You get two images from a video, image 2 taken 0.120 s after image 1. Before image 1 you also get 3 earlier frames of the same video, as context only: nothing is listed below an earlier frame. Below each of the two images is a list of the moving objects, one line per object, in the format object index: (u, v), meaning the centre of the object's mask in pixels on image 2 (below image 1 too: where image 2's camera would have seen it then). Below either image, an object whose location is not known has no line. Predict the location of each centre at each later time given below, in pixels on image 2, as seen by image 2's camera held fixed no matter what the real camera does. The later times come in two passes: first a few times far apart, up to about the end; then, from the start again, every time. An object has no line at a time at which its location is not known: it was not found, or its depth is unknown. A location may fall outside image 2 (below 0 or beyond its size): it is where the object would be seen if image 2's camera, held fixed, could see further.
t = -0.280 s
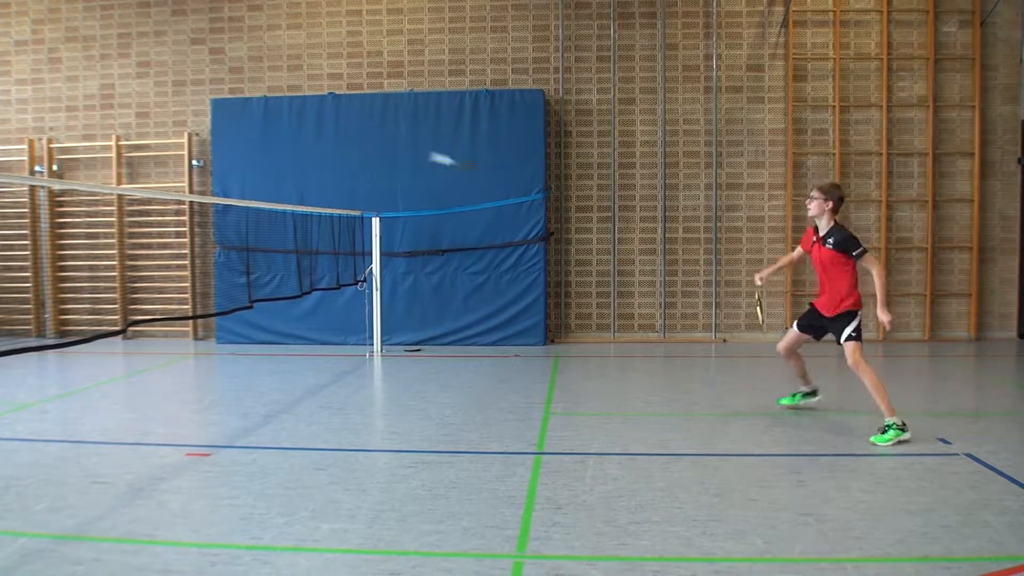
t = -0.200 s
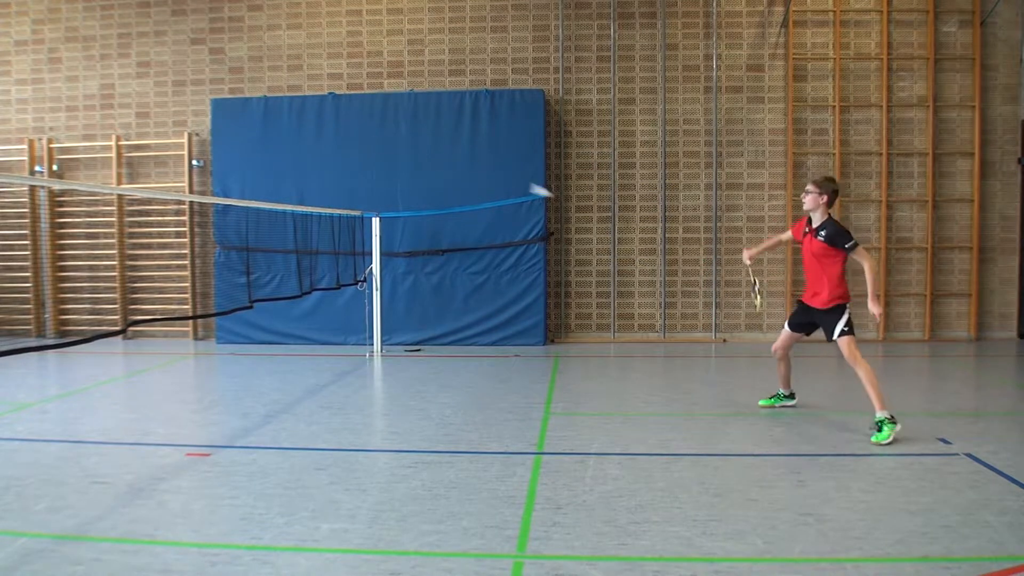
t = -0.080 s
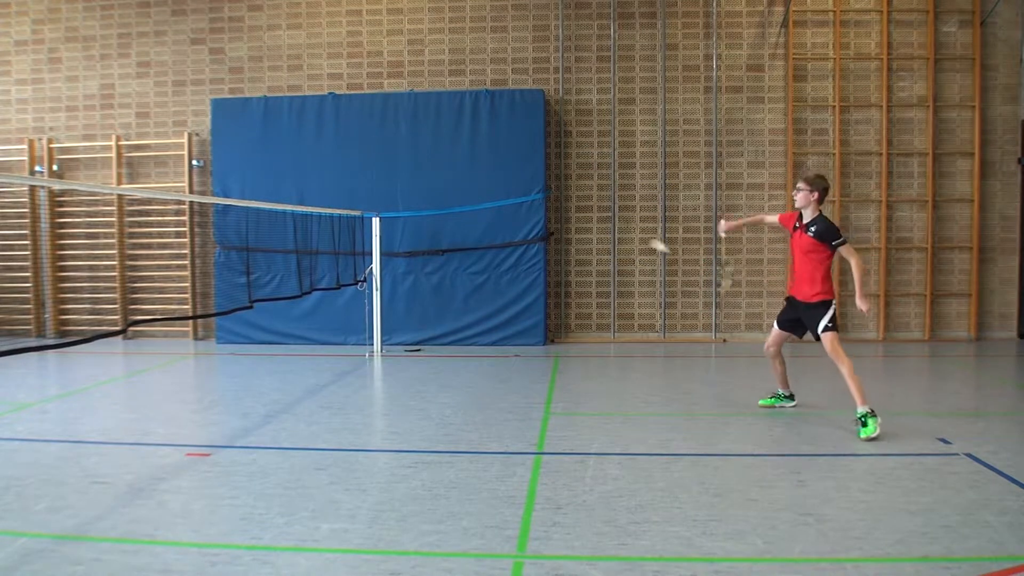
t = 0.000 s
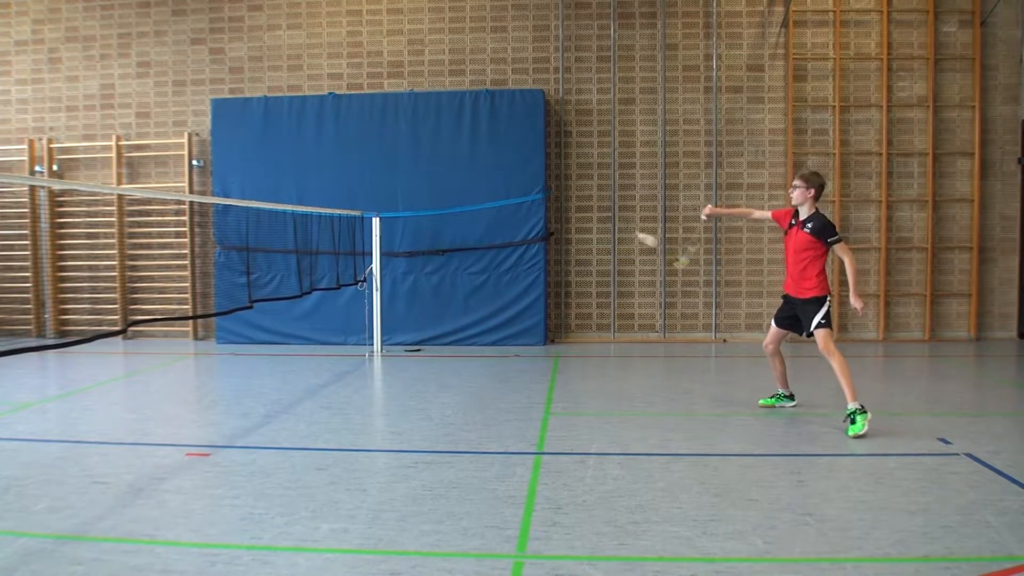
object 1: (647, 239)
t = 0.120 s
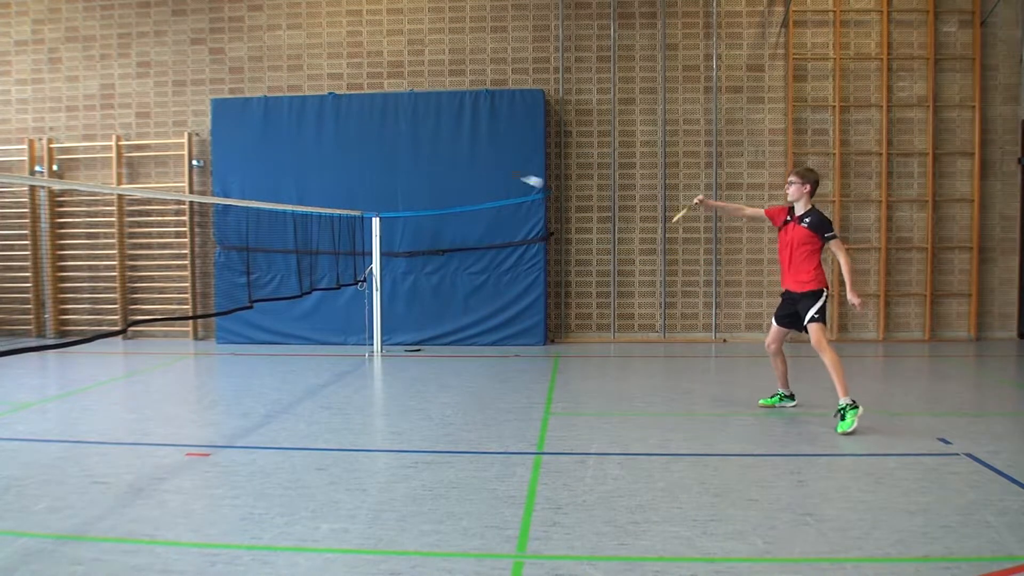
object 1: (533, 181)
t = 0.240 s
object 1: (439, 156)
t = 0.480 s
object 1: (289, 169)
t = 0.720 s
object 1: (177, 237)
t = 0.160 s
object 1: (499, 171)
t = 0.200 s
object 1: (468, 163)
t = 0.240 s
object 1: (439, 156)
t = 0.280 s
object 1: (411, 152)
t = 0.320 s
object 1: (384, 150)
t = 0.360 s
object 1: (358, 152)
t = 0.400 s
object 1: (334, 155)
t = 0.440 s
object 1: (311, 161)
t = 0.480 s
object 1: (289, 169)
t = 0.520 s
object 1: (267, 178)
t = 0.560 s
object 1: (246, 190)
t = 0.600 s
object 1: (226, 196)
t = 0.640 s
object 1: (206, 209)
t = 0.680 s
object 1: (190, 223)
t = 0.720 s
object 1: (177, 237)
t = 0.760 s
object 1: (164, 251)
